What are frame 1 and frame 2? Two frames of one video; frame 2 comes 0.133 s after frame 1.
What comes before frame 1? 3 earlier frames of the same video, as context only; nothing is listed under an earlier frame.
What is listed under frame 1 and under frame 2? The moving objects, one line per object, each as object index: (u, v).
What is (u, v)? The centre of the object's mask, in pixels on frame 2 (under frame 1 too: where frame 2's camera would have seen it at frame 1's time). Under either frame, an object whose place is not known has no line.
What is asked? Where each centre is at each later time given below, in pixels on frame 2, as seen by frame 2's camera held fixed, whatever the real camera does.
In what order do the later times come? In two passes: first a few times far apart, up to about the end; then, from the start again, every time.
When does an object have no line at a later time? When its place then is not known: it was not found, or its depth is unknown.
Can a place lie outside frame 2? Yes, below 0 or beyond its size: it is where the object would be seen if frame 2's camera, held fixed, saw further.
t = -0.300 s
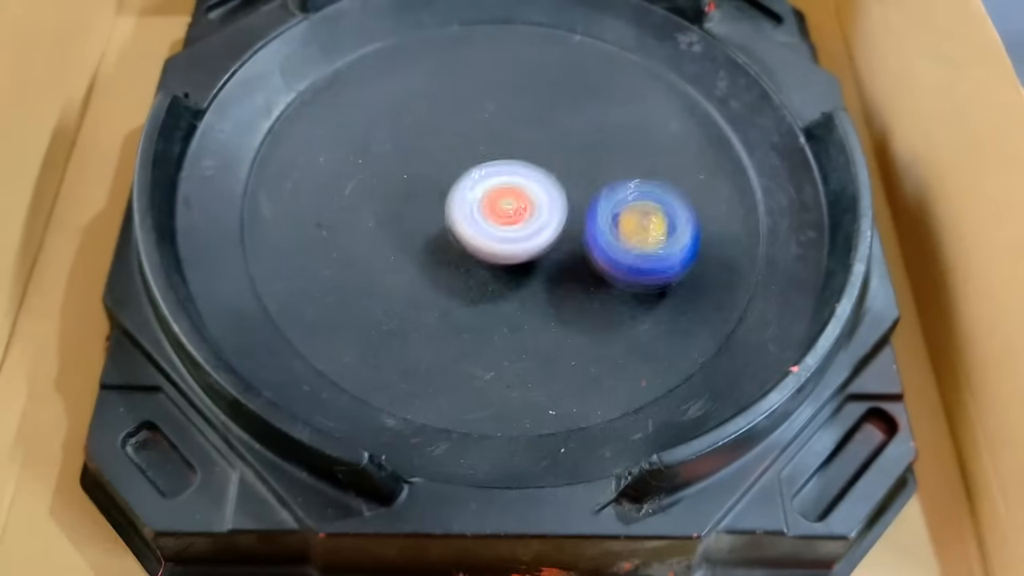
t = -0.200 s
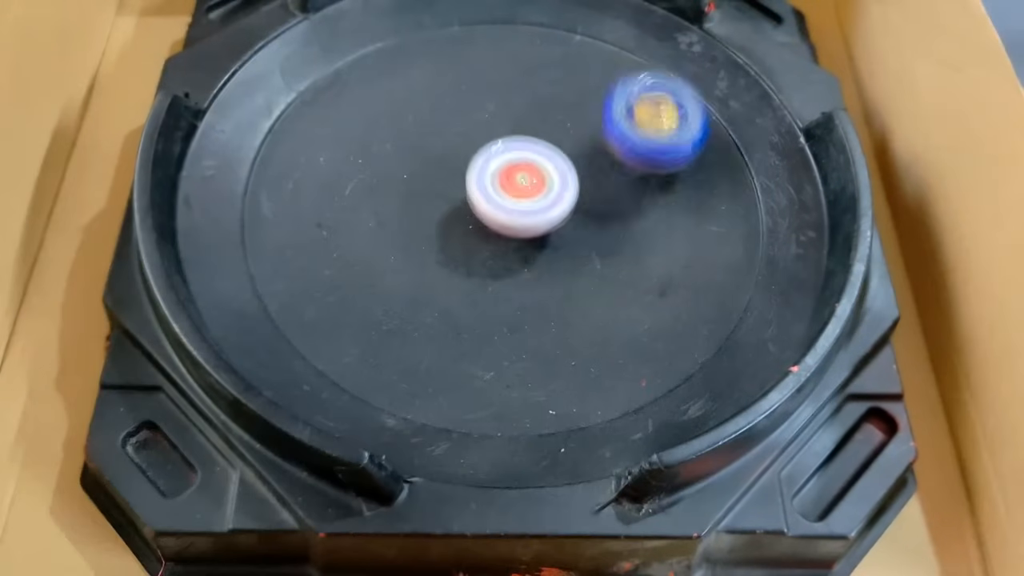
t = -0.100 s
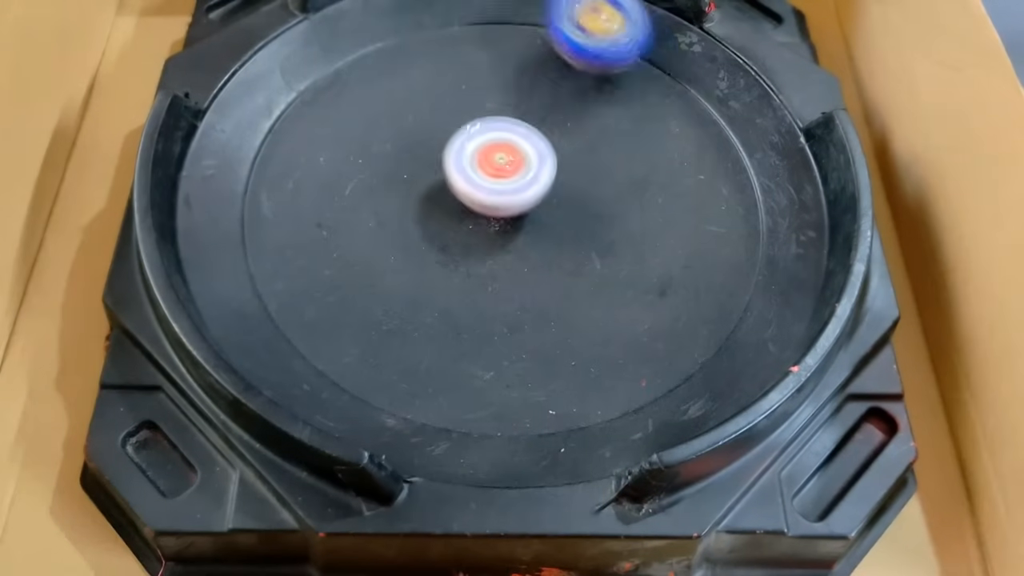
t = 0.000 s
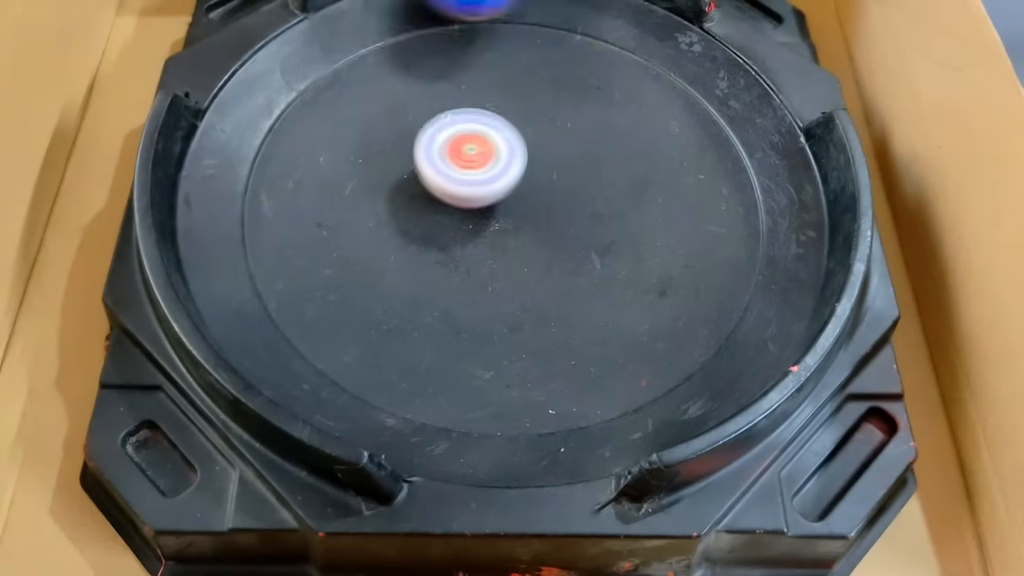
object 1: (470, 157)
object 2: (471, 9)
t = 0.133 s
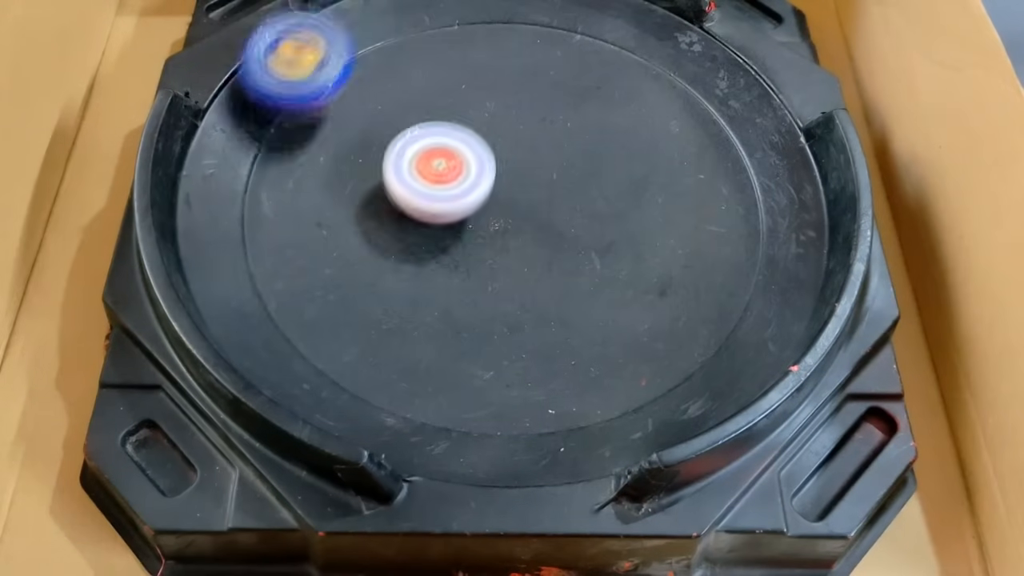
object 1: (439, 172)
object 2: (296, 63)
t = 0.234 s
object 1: (437, 197)
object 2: (266, 204)
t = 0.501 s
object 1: (518, 192)
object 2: (679, 343)
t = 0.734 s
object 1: (501, 138)
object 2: (724, 62)
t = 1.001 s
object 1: (448, 170)
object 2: (358, 37)
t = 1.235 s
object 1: (519, 200)
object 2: (322, 303)
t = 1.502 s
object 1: (546, 145)
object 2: (708, 316)
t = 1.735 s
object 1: (489, 138)
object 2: (672, 94)
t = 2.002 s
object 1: (490, 206)
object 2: (373, 82)
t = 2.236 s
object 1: (572, 205)
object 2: (340, 295)
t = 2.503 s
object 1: (532, 149)
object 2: (650, 289)
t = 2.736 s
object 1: (467, 179)
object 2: (606, 99)
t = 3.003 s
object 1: (502, 240)
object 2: (370, 78)
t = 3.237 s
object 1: (559, 209)
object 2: (369, 249)
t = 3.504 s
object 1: (512, 153)
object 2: (606, 237)
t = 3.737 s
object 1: (434, 165)
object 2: (580, 86)
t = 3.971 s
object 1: (459, 228)
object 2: (415, 75)
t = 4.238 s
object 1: (545, 188)
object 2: (435, 228)
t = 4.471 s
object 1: (517, 129)
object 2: (600, 220)
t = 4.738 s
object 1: (448, 137)
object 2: (555, 112)
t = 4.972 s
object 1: (325, 219)
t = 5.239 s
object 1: (415, 318)
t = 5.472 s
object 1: (461, 325)
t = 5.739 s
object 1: (433, 332)
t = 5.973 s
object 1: (465, 234)
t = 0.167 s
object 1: (436, 180)
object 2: (272, 108)
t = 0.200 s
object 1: (435, 188)
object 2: (261, 156)
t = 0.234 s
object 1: (437, 197)
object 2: (266, 204)
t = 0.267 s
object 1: (445, 204)
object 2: (285, 253)
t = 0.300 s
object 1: (454, 210)
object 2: (318, 298)
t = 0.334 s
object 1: (465, 212)
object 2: (368, 336)
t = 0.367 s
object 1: (477, 212)
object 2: (427, 363)
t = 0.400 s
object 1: (488, 210)
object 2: (490, 377)
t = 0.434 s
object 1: (501, 206)
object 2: (560, 378)
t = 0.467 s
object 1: (511, 200)
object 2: (624, 367)
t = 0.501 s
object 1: (518, 192)
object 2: (679, 343)
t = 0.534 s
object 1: (523, 184)
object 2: (725, 309)
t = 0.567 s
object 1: (523, 175)
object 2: (758, 265)
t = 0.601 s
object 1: (521, 167)
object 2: (775, 218)
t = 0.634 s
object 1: (518, 159)
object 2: (781, 174)
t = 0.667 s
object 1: (514, 151)
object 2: (772, 133)
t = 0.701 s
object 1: (509, 144)
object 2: (752, 95)
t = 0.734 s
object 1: (501, 138)
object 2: (724, 62)
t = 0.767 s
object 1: (492, 134)
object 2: (688, 39)
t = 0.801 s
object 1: (482, 132)
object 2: (648, 27)
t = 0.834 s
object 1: (472, 133)
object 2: (604, 21)
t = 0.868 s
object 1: (463, 137)
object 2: (556, 16)
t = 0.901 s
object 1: (455, 142)
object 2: (504, 15)
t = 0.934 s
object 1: (449, 150)
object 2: (453, 18)
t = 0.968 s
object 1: (447, 160)
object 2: (401, 26)
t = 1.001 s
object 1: (448, 170)
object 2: (358, 37)
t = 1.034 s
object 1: (452, 178)
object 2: (324, 60)
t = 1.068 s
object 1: (460, 186)
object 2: (298, 93)
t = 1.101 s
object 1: (469, 192)
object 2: (282, 133)
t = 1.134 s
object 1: (478, 198)
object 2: (276, 174)
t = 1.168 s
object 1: (492, 202)
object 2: (280, 220)
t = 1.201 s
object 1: (507, 203)
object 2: (295, 263)
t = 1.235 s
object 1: (519, 200)
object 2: (322, 303)
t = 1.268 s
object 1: (531, 196)
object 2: (361, 339)
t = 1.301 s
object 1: (541, 190)
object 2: (410, 366)
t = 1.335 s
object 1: (548, 182)
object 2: (466, 385)
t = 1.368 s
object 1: (554, 175)
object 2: (525, 393)
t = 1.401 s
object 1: (556, 168)
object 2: (580, 389)
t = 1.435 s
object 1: (556, 160)
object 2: (633, 371)
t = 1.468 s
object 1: (552, 152)
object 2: (677, 346)
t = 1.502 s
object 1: (546, 145)
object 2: (708, 316)
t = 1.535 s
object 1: (540, 139)
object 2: (732, 281)
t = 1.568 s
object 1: (533, 134)
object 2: (745, 246)
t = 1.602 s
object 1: (525, 131)
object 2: (747, 212)
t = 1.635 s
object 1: (516, 130)
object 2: (741, 178)
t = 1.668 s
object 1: (507, 131)
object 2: (725, 145)
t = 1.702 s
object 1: (497, 134)
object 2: (702, 117)
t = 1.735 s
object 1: (489, 138)
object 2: (672, 94)
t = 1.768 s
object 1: (480, 144)
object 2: (639, 75)
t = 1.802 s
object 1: (476, 151)
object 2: (601, 61)
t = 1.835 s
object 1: (472, 160)
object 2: (563, 52)
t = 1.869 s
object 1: (471, 168)
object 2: (524, 47)
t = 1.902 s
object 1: (473, 177)
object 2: (483, 47)
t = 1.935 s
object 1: (476, 188)
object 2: (445, 53)
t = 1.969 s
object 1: (482, 198)
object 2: (406, 65)
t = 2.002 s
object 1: (490, 206)
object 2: (373, 82)
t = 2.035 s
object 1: (504, 213)
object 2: (347, 103)
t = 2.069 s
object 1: (517, 216)
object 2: (325, 132)
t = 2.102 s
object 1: (529, 217)
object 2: (310, 164)
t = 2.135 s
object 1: (542, 216)
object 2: (303, 197)
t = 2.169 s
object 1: (553, 214)
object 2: (305, 231)
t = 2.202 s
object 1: (563, 211)
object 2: (319, 264)
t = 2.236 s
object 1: (572, 205)
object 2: (340, 295)
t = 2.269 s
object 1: (578, 197)
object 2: (373, 321)
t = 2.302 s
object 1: (581, 187)
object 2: (412, 341)
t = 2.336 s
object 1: (580, 177)
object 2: (458, 354)
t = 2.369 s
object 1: (575, 168)
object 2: (504, 356)
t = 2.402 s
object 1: (567, 160)
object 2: (548, 351)
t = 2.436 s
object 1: (556, 154)
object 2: (590, 337)
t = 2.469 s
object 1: (544, 150)
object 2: (624, 316)
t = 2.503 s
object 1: (532, 149)
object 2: (650, 289)
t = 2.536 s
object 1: (520, 149)
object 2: (667, 259)
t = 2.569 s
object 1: (508, 151)
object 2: (675, 228)
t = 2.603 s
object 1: (499, 153)
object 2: (675, 197)
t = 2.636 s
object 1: (489, 158)
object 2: (667, 169)
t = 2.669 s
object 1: (479, 164)
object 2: (652, 142)
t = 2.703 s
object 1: (472, 171)
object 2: (630, 118)
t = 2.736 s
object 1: (467, 179)
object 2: (606, 99)
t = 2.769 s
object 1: (462, 189)
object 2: (579, 83)
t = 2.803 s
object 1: (460, 199)
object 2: (548, 69)
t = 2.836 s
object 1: (461, 208)
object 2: (518, 59)
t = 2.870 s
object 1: (465, 217)
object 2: (487, 54)
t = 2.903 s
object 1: (471, 225)
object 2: (455, 52)
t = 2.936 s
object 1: (480, 231)
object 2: (425, 55)
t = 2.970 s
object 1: (491, 237)
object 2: (395, 64)
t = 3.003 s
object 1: (502, 240)
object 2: (370, 78)
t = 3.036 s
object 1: (514, 241)
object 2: (350, 97)
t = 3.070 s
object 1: (526, 239)
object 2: (336, 120)
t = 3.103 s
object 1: (536, 235)
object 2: (328, 145)
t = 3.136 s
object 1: (544, 231)
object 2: (327, 171)
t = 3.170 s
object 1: (551, 224)
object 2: (333, 200)
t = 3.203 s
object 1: (556, 217)
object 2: (346, 225)
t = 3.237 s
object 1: (559, 209)
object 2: (369, 249)
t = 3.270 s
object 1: (559, 201)
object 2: (398, 269)
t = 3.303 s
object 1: (558, 193)
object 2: (431, 283)
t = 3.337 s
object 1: (556, 185)
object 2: (464, 289)
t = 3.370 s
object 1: (550, 177)
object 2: (500, 289)
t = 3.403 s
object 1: (542, 170)
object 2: (531, 283)
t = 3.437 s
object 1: (533, 163)
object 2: (561, 272)
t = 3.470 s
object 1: (524, 158)
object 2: (586, 256)
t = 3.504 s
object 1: (512, 153)
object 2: (606, 237)
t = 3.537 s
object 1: (501, 149)
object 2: (620, 216)
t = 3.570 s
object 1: (490, 147)
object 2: (628, 192)
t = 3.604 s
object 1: (477, 147)
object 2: (630, 168)
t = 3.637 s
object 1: (464, 149)
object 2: (625, 144)
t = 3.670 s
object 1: (452, 152)
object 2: (615, 122)
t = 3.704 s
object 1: (442, 157)
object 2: (599, 102)
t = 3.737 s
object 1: (434, 165)
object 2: (580, 86)
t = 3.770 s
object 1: (428, 176)
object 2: (557, 73)
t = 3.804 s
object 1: (425, 186)
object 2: (532, 62)
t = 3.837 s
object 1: (425, 196)
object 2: (508, 56)
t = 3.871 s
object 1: (429, 207)
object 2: (482, 53)
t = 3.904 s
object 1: (437, 216)
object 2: (456, 56)
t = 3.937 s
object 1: (446, 223)
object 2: (435, 63)
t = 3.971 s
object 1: (459, 228)
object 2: (415, 75)
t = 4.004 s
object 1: (474, 230)
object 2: (399, 91)
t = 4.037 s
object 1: (487, 229)
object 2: (389, 109)
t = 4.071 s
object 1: (499, 227)
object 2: (383, 131)
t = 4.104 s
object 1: (512, 222)
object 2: (383, 154)
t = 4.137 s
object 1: (523, 215)
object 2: (388, 176)
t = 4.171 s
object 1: (531, 208)
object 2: (400, 196)
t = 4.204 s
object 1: (539, 199)
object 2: (416, 213)
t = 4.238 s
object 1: (545, 188)
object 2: (435, 228)
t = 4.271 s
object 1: (547, 178)
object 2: (458, 240)
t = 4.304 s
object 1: (547, 168)
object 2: (482, 247)
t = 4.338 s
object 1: (544, 159)
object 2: (509, 250)
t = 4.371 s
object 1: (539, 151)
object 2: (536, 249)
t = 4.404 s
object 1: (533, 143)
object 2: (560, 244)
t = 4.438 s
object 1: (525, 136)
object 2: (582, 234)
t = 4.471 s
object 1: (517, 129)
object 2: (600, 220)
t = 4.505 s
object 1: (507, 125)
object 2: (614, 205)
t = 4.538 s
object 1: (498, 121)
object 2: (620, 188)
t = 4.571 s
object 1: (488, 120)
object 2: (620, 170)
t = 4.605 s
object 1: (479, 120)
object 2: (615, 152)
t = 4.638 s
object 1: (471, 122)
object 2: (605, 138)
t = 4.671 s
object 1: (463, 124)
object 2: (589, 126)
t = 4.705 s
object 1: (455, 130)
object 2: (572, 117)
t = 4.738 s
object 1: (448, 137)
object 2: (555, 112)
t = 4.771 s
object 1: (429, 146)
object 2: (551, 108)
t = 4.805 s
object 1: (390, 156)
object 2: (569, 100)
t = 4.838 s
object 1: (366, 166)
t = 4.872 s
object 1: (350, 178)
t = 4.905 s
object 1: (339, 191)
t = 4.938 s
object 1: (331, 204)
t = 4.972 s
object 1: (325, 219)
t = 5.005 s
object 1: (321, 234)
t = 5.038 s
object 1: (322, 249)
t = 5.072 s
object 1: (326, 265)
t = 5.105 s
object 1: (336, 280)
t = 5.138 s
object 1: (350, 294)
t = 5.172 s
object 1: (368, 306)
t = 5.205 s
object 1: (390, 314)
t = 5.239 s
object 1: (415, 318)
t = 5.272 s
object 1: (441, 317)
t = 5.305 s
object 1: (465, 311)
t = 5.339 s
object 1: (487, 302)
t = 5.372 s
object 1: (506, 289)
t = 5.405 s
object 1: (521, 275)
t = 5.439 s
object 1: (510, 281)
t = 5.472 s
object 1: (461, 325)
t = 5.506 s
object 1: (420, 358)
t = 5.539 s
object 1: (391, 378)
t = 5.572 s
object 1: (377, 386)
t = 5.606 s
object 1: (389, 374)
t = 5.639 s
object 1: (402, 367)
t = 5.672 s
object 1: (414, 355)
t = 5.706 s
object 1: (425, 344)
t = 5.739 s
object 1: (433, 332)
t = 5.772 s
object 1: (440, 318)
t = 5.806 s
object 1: (444, 303)
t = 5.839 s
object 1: (450, 289)
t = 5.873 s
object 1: (454, 275)
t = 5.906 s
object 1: (457, 262)
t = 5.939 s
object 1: (462, 248)
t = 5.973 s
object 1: (465, 234)
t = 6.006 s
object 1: (468, 221)
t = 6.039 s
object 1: (472, 208)
